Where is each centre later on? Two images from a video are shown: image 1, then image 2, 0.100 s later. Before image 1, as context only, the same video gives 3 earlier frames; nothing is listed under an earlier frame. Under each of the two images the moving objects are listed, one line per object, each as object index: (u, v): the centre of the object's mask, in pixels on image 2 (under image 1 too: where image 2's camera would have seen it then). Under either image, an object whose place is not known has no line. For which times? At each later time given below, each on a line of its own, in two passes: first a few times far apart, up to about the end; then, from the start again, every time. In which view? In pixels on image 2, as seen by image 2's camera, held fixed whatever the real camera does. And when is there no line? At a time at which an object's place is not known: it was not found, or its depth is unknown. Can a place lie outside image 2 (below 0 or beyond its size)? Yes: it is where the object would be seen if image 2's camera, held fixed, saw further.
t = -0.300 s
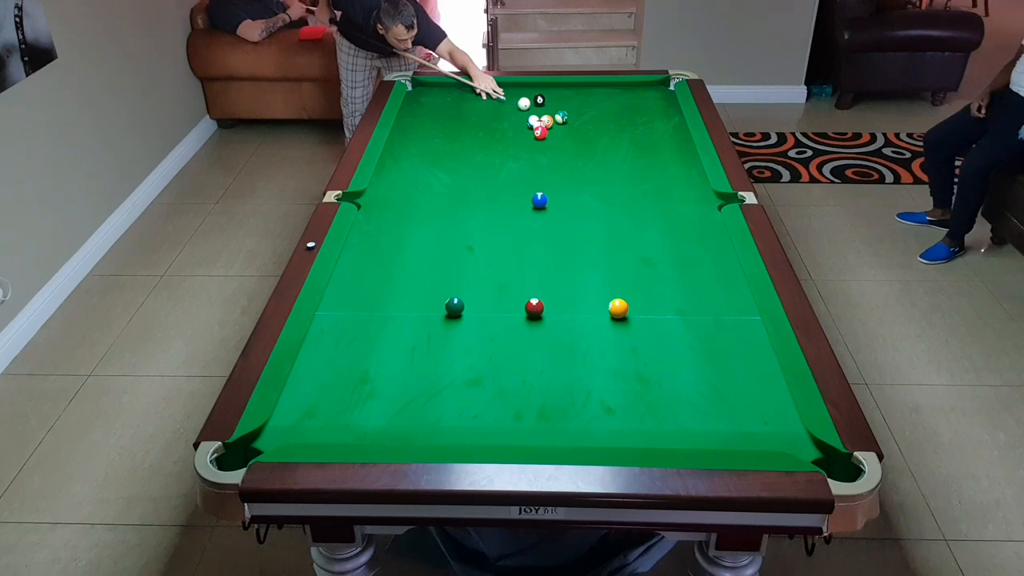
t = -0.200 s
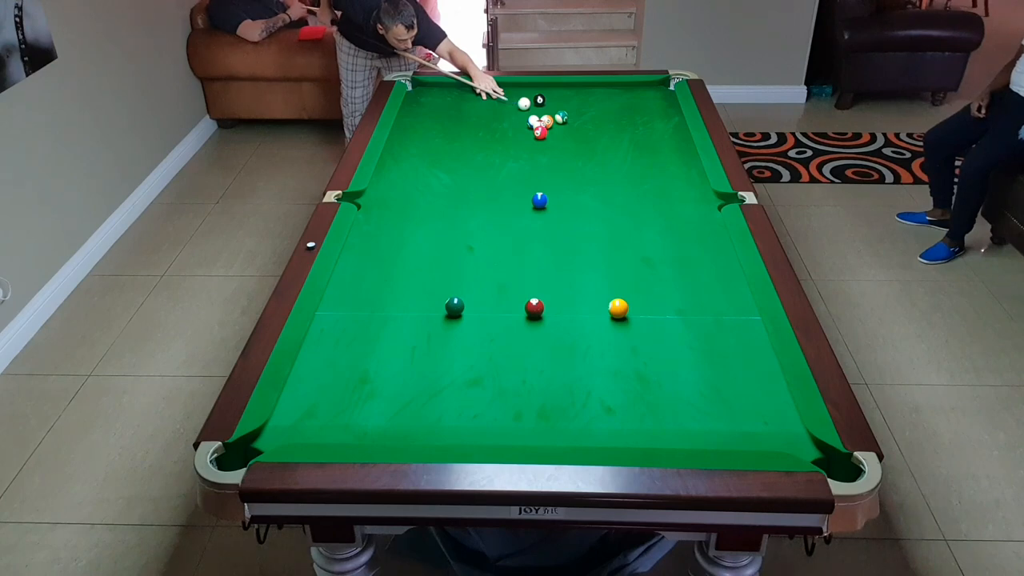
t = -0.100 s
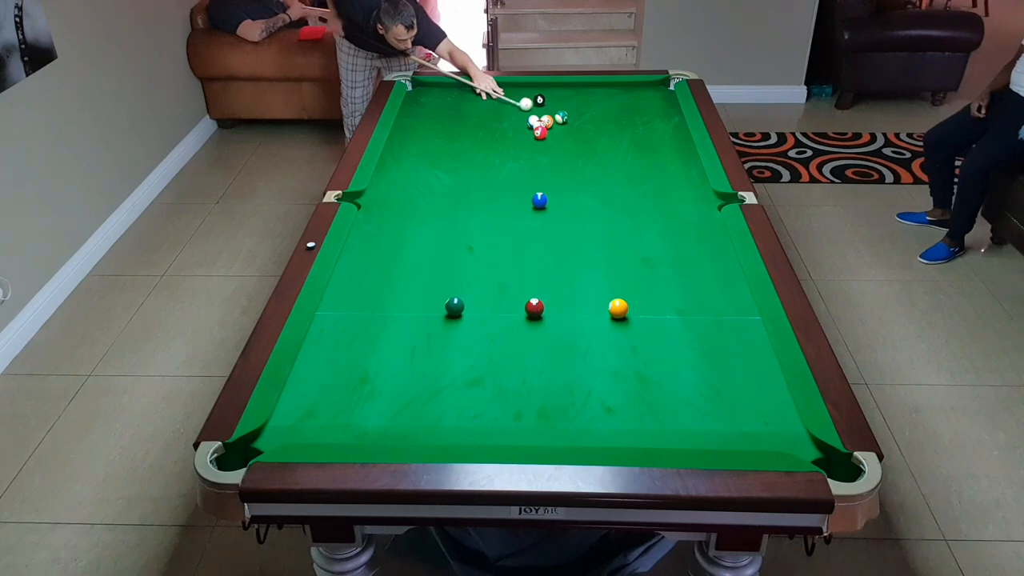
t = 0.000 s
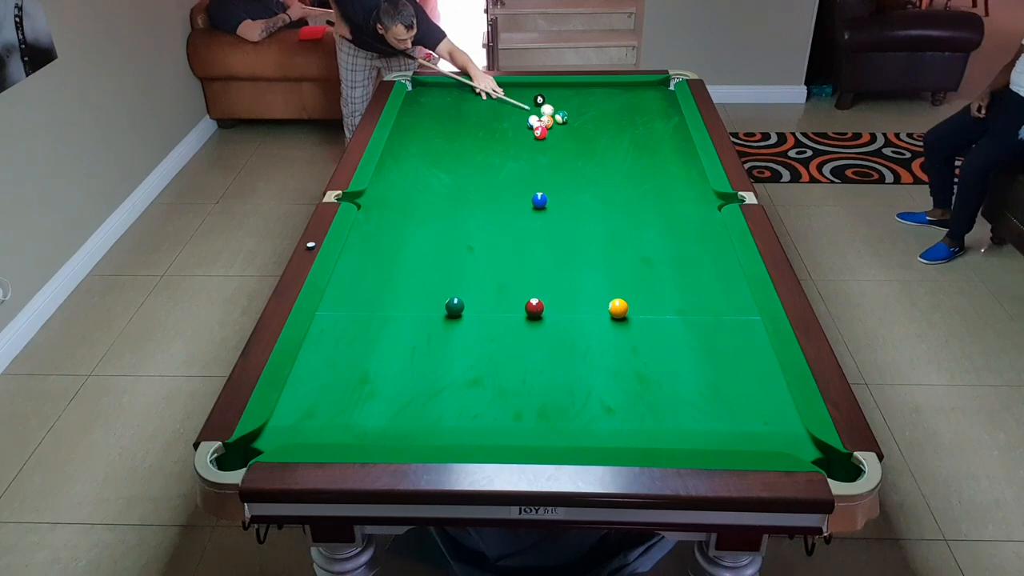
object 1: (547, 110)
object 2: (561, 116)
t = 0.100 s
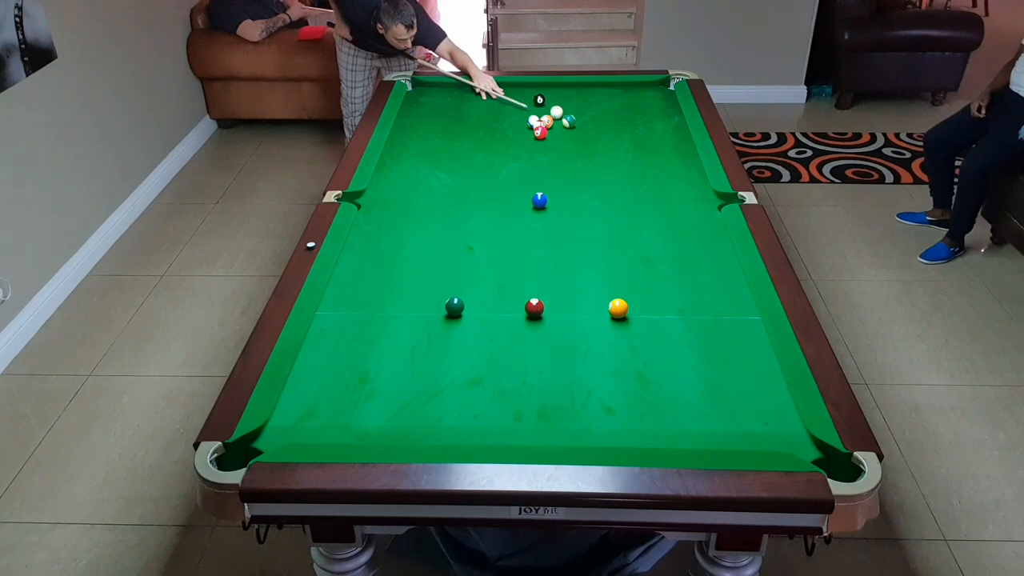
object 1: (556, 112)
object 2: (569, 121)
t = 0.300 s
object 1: (562, 110)
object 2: (588, 132)
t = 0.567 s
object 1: (569, 108)
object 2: (615, 147)
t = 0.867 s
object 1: (576, 106)
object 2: (646, 164)
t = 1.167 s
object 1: (581, 104)
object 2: (678, 181)
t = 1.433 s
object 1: (584, 103)
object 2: (708, 197)
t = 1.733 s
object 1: (586, 103)
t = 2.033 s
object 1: (587, 102)
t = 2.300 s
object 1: (587, 102)
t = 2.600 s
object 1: (587, 102)
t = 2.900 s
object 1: (587, 102)
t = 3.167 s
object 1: (587, 102)
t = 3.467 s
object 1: (587, 102)
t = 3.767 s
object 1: (587, 102)
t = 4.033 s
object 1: (587, 102)
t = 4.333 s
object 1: (587, 102)
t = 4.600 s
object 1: (587, 102)
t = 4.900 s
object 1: (586, 102)
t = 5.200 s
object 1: (586, 102)
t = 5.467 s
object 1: (587, 102)
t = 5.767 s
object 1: (587, 102)
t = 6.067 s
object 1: (587, 102)
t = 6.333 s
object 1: (587, 102)
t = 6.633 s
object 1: (587, 102)
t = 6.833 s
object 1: (587, 102)
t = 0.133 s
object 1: (557, 112)
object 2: (572, 123)
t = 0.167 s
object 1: (558, 112)
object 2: (575, 125)
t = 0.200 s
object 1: (559, 111)
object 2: (578, 127)
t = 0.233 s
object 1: (560, 111)
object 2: (581, 129)
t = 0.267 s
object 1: (561, 110)
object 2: (585, 130)
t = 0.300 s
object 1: (562, 110)
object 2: (588, 132)
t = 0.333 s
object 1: (563, 110)
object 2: (591, 134)
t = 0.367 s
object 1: (564, 110)
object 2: (595, 135)
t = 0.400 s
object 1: (565, 109)
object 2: (598, 137)
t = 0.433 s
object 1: (566, 109)
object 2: (601, 139)
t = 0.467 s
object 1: (567, 109)
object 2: (604, 141)
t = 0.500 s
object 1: (568, 109)
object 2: (608, 143)
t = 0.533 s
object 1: (569, 108)
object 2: (611, 144)
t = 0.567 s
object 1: (569, 108)
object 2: (615, 147)
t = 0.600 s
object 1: (570, 108)
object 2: (618, 149)
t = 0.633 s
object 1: (571, 108)
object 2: (622, 150)
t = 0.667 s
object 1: (572, 107)
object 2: (625, 152)
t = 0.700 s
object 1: (572, 107)
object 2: (628, 154)
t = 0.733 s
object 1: (573, 107)
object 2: (631, 156)
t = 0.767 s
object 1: (574, 107)
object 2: (635, 158)
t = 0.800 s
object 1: (574, 106)
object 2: (639, 159)
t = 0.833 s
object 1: (575, 106)
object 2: (643, 162)
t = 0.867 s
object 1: (576, 106)
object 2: (646, 164)
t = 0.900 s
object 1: (576, 106)
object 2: (650, 165)
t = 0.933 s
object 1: (577, 106)
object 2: (653, 167)
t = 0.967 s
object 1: (577, 105)
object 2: (657, 169)
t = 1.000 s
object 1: (578, 105)
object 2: (660, 171)
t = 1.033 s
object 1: (579, 105)
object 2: (663, 173)
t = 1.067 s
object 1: (579, 105)
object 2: (667, 175)
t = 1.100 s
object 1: (580, 105)
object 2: (671, 176)
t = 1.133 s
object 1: (580, 105)
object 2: (675, 179)
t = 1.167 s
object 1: (581, 104)
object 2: (678, 181)
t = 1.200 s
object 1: (581, 104)
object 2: (682, 183)
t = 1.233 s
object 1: (582, 104)
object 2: (685, 184)
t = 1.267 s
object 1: (582, 104)
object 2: (689, 187)
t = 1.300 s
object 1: (582, 104)
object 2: (693, 189)
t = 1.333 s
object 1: (583, 104)
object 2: (697, 190)
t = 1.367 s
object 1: (583, 104)
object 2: (700, 192)
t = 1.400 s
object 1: (583, 103)
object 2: (704, 194)
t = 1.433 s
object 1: (584, 103)
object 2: (708, 197)
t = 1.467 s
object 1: (584, 103)
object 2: (711, 198)
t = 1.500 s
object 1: (584, 103)
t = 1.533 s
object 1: (585, 103)
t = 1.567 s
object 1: (585, 103)
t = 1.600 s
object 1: (585, 103)
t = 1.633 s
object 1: (585, 103)
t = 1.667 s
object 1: (586, 103)
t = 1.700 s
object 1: (586, 103)
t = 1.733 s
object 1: (586, 103)
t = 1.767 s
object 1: (586, 103)
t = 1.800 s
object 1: (586, 102)
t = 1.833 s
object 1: (586, 103)
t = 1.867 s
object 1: (586, 103)
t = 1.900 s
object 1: (586, 103)
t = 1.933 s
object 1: (586, 103)
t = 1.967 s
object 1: (586, 102)
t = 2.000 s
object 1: (587, 102)
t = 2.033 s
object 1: (587, 102)
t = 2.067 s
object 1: (587, 102)
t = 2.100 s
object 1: (587, 102)
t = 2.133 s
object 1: (587, 102)
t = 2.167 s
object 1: (587, 102)
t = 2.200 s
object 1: (587, 102)
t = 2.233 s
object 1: (587, 102)
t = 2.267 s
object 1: (587, 102)
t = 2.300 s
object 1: (587, 102)
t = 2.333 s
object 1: (587, 102)
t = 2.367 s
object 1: (587, 102)
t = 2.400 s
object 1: (587, 102)
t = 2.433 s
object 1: (587, 102)
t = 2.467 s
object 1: (586, 102)
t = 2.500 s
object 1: (587, 102)
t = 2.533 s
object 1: (587, 102)
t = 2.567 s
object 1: (587, 102)
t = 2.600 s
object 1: (587, 102)
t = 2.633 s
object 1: (587, 102)
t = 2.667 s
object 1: (587, 102)
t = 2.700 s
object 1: (587, 102)
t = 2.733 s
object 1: (587, 102)
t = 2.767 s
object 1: (587, 102)
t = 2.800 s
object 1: (587, 102)
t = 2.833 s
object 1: (587, 102)
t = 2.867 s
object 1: (587, 102)
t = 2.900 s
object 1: (587, 102)
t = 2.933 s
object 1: (587, 102)
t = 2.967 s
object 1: (587, 102)
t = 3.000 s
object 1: (587, 102)
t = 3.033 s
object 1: (587, 102)
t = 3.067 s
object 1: (587, 102)
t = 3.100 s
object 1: (587, 102)
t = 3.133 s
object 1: (587, 102)
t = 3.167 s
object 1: (587, 102)
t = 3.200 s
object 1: (587, 102)
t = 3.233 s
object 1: (587, 102)
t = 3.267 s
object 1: (587, 102)
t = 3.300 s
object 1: (587, 102)
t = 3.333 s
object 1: (587, 102)
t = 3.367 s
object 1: (587, 102)
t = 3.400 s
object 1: (587, 102)
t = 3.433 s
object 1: (587, 102)
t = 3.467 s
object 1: (587, 102)
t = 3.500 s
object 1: (587, 102)
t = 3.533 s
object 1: (587, 102)
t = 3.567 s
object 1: (587, 102)
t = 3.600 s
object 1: (587, 102)
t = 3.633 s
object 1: (587, 102)
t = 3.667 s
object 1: (587, 102)
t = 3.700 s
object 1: (587, 102)
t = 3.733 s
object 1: (587, 102)
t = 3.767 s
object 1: (587, 102)
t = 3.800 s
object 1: (587, 102)
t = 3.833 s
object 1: (587, 102)
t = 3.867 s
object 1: (587, 102)
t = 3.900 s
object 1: (587, 102)
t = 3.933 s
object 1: (587, 102)
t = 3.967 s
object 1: (587, 102)
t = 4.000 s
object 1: (587, 102)
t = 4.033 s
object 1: (587, 102)
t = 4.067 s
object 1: (587, 102)
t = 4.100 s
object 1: (587, 102)
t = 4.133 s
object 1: (587, 102)
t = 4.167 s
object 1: (587, 102)
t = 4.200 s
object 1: (587, 102)
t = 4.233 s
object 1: (587, 102)
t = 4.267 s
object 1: (587, 102)
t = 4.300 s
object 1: (587, 102)
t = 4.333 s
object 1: (587, 102)
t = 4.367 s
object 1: (587, 102)
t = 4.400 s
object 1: (587, 102)
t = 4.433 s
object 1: (587, 102)
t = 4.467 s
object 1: (587, 102)
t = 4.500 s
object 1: (586, 102)
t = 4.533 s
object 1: (587, 102)
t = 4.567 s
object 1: (587, 102)
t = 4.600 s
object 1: (587, 102)
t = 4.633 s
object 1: (587, 102)
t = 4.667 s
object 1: (586, 102)
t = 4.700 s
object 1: (586, 102)
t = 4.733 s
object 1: (586, 102)
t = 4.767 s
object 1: (587, 102)
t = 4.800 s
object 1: (586, 102)
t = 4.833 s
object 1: (586, 102)
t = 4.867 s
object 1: (586, 102)
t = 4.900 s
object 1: (586, 102)
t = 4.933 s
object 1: (586, 102)
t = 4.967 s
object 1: (586, 102)
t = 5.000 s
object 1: (587, 102)
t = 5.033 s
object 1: (586, 102)
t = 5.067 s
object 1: (586, 102)
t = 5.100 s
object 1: (586, 102)
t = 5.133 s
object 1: (586, 102)
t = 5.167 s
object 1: (586, 102)
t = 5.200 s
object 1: (586, 102)
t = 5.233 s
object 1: (587, 102)
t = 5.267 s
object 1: (586, 102)
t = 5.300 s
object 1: (586, 102)
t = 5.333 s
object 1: (586, 102)
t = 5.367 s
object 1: (586, 102)
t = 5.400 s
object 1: (586, 102)
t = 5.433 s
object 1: (586, 102)
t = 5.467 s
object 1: (587, 102)
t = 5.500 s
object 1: (586, 102)
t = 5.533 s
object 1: (586, 102)
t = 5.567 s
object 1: (587, 102)
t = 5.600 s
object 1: (587, 102)
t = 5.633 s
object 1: (587, 102)
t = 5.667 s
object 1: (587, 102)
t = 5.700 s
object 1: (587, 102)
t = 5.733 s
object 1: (587, 102)
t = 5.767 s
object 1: (587, 102)
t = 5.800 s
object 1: (587, 102)
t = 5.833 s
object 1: (587, 102)
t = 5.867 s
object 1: (587, 102)
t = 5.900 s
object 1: (587, 102)
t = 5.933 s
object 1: (587, 102)
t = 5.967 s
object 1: (587, 102)
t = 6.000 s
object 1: (587, 102)
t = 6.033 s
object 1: (587, 102)
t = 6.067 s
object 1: (587, 102)
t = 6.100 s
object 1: (587, 102)
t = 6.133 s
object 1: (587, 102)
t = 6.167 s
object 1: (587, 102)
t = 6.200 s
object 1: (587, 102)
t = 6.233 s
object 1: (587, 102)
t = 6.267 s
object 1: (587, 102)
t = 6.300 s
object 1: (587, 102)
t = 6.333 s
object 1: (587, 102)
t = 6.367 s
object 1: (587, 102)
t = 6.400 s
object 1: (587, 102)
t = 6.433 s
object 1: (587, 102)
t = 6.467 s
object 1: (587, 102)
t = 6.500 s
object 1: (587, 102)
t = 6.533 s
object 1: (587, 102)
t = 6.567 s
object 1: (587, 102)
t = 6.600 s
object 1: (587, 102)
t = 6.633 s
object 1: (587, 102)
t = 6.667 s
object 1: (587, 102)
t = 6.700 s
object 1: (587, 102)
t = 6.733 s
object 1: (587, 102)
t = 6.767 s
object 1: (587, 102)
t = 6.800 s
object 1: (587, 102)
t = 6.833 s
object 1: (587, 102)
